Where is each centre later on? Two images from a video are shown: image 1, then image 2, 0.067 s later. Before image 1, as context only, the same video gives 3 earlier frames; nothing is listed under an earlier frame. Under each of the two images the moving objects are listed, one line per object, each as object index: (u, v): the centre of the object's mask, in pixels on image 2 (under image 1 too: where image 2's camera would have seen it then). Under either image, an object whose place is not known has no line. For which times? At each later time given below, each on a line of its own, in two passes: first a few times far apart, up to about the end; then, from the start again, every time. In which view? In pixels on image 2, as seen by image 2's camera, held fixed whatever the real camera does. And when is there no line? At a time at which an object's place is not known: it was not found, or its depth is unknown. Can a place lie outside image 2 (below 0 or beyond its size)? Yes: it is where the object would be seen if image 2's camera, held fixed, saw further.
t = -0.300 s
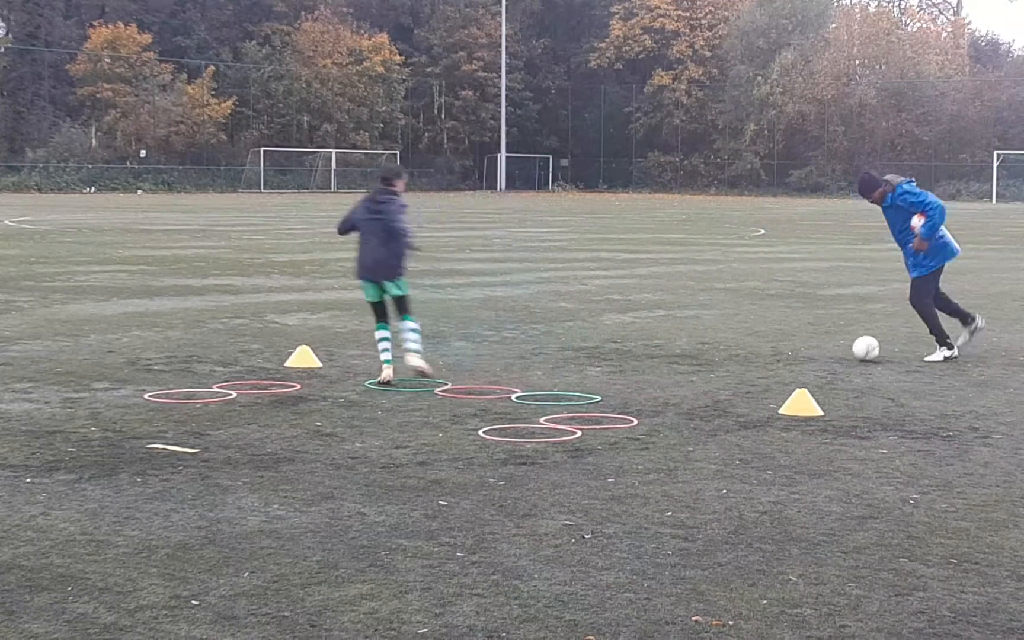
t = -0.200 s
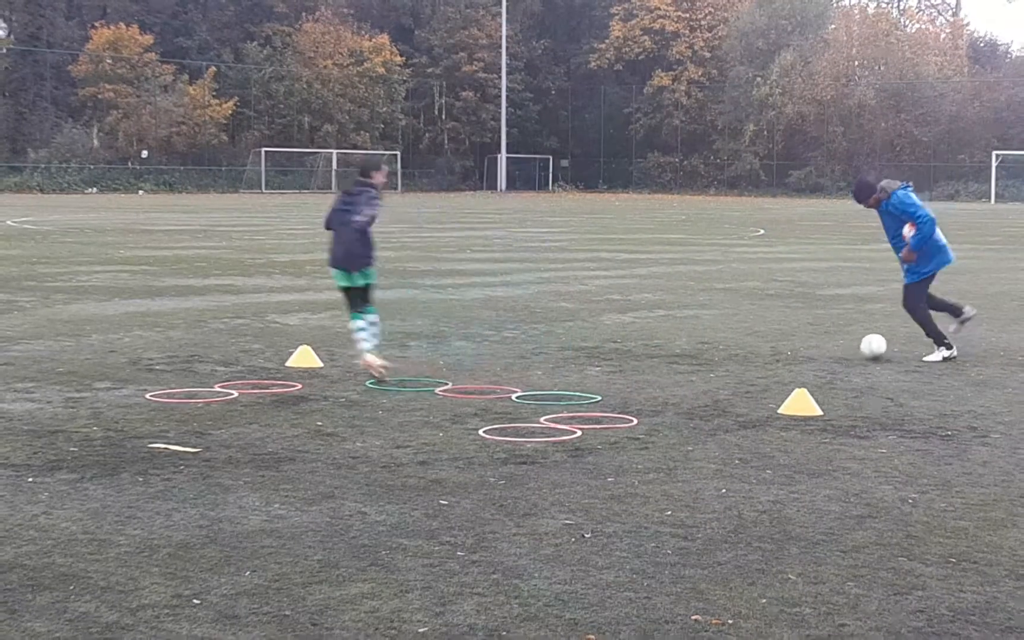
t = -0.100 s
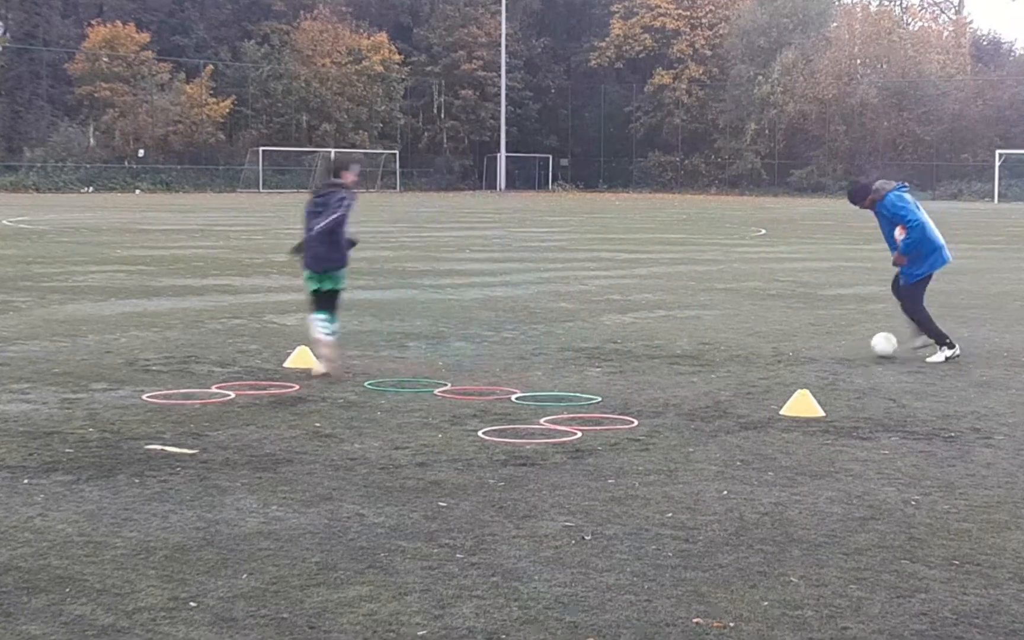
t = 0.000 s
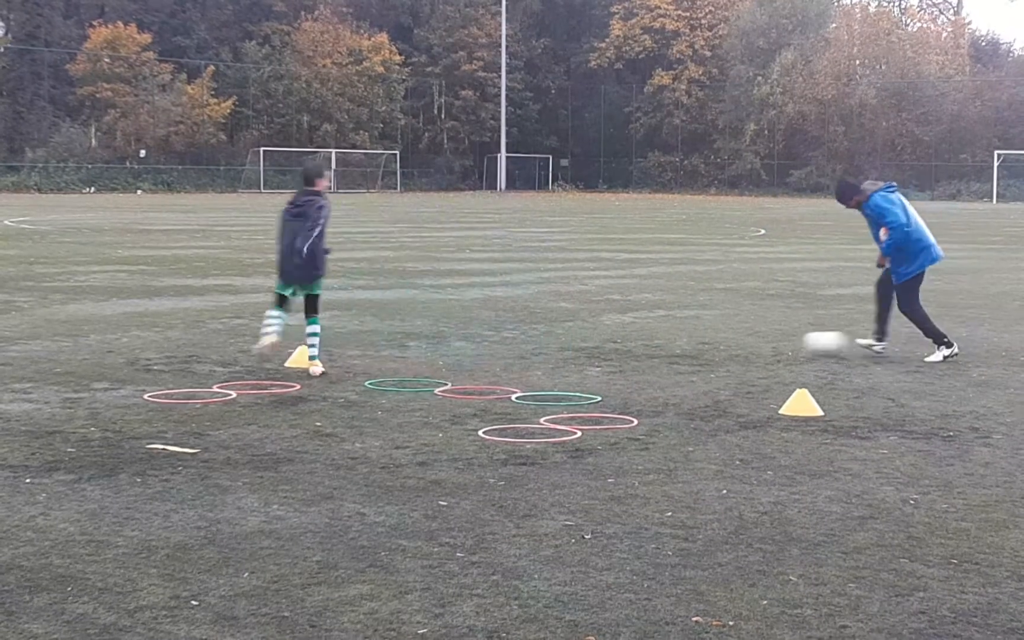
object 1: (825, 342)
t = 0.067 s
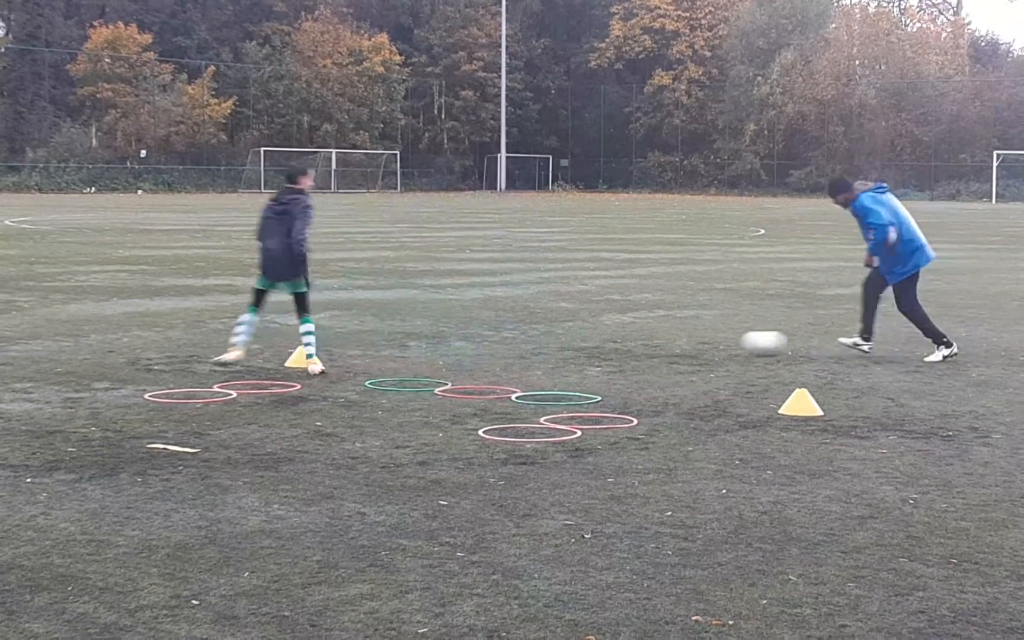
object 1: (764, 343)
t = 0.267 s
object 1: (600, 339)
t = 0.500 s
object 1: (436, 340)
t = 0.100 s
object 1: (735, 342)
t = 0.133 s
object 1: (706, 342)
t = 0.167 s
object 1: (679, 341)
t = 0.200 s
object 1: (652, 342)
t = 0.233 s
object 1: (625, 340)
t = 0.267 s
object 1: (600, 339)
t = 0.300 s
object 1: (575, 338)
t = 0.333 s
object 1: (549, 340)
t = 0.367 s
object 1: (526, 340)
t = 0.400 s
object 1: (503, 338)
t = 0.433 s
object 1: (481, 337)
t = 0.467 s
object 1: (458, 339)
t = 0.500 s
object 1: (436, 340)
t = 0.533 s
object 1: (416, 338)
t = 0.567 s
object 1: (397, 338)
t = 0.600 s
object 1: (377, 338)
